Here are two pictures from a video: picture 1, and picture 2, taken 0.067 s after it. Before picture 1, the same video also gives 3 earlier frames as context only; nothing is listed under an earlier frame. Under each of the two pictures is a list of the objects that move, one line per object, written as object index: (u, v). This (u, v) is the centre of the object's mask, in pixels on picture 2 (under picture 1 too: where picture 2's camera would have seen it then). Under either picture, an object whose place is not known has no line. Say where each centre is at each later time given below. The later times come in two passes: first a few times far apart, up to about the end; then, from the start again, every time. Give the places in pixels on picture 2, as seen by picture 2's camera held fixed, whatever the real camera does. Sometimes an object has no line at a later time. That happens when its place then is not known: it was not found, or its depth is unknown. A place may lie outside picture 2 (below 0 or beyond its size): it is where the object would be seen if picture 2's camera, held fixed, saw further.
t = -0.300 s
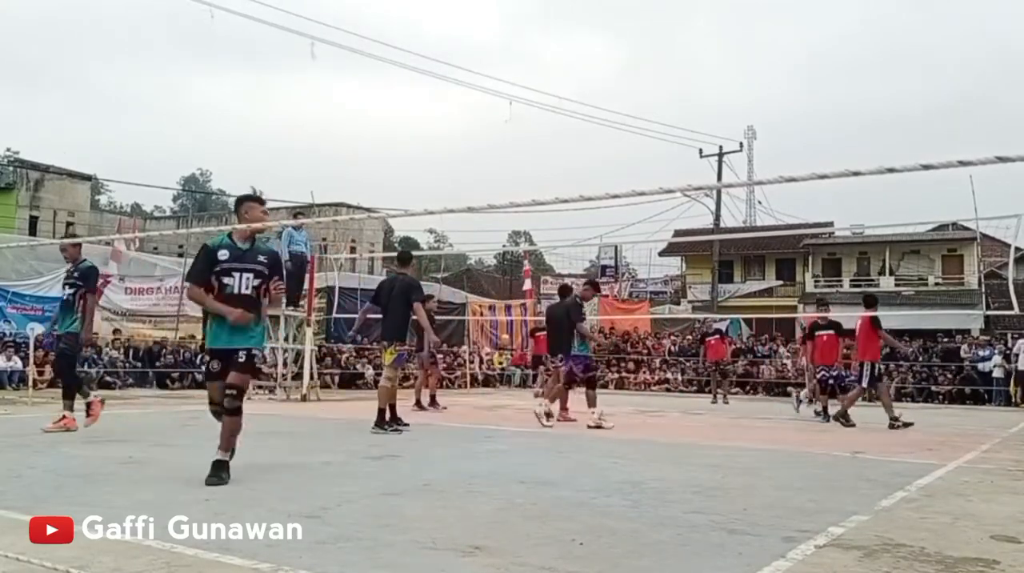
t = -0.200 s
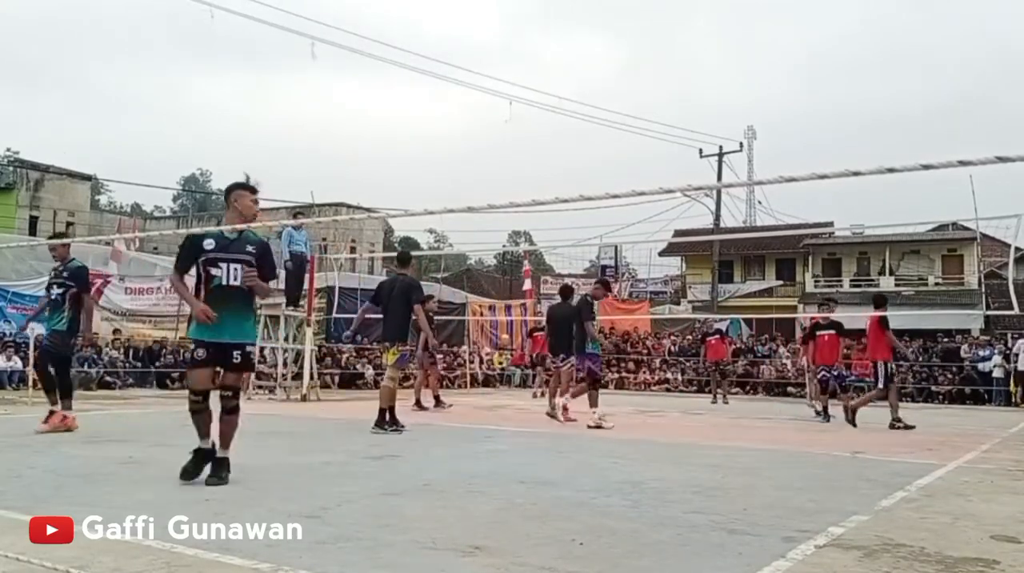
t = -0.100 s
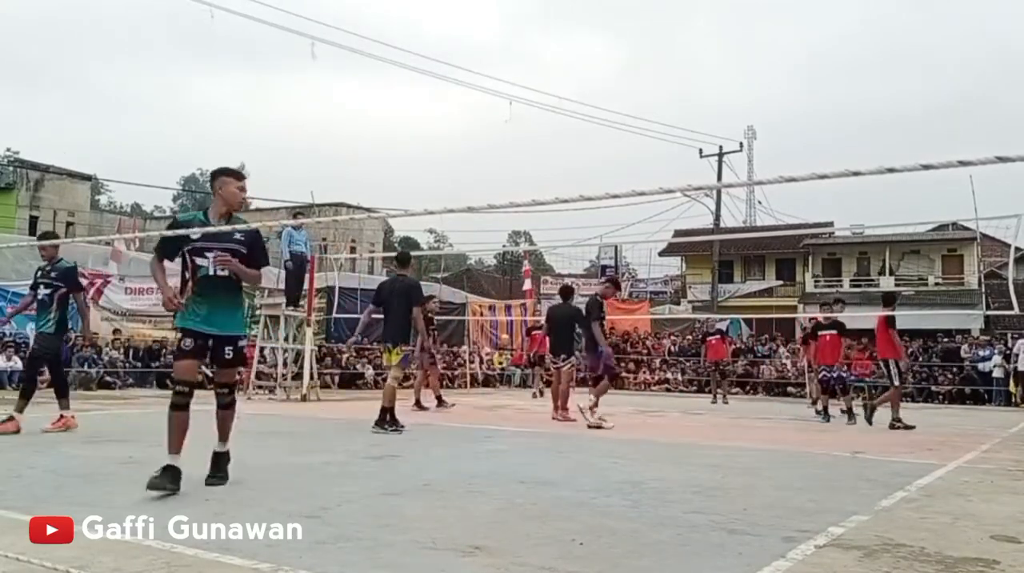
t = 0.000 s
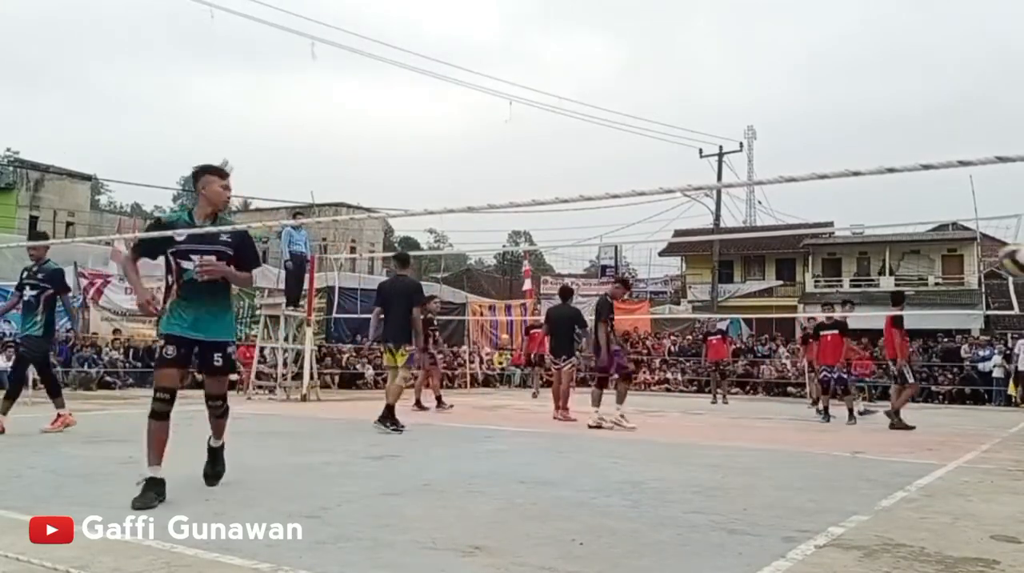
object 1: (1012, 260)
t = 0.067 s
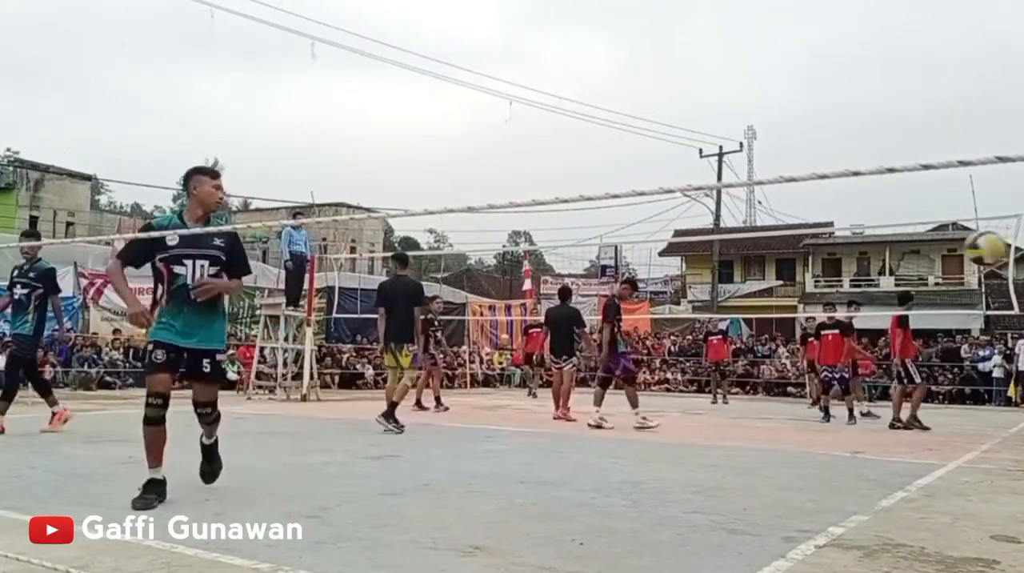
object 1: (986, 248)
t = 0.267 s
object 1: (876, 257)
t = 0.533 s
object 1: (710, 398)
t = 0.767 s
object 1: (566, 395)
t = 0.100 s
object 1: (968, 245)
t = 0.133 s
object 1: (951, 243)
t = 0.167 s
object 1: (932, 243)
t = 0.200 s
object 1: (913, 245)
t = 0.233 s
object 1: (895, 251)
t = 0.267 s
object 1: (876, 257)
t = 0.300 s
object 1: (857, 265)
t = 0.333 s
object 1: (838, 275)
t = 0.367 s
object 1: (818, 290)
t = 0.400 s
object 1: (799, 307)
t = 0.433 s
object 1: (775, 325)
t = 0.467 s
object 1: (755, 347)
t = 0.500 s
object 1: (733, 372)
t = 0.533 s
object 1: (710, 398)
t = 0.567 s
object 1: (687, 432)
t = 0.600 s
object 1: (663, 466)
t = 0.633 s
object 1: (641, 494)
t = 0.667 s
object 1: (621, 465)
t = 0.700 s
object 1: (604, 440)
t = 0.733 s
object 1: (585, 417)
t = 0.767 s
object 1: (566, 395)
